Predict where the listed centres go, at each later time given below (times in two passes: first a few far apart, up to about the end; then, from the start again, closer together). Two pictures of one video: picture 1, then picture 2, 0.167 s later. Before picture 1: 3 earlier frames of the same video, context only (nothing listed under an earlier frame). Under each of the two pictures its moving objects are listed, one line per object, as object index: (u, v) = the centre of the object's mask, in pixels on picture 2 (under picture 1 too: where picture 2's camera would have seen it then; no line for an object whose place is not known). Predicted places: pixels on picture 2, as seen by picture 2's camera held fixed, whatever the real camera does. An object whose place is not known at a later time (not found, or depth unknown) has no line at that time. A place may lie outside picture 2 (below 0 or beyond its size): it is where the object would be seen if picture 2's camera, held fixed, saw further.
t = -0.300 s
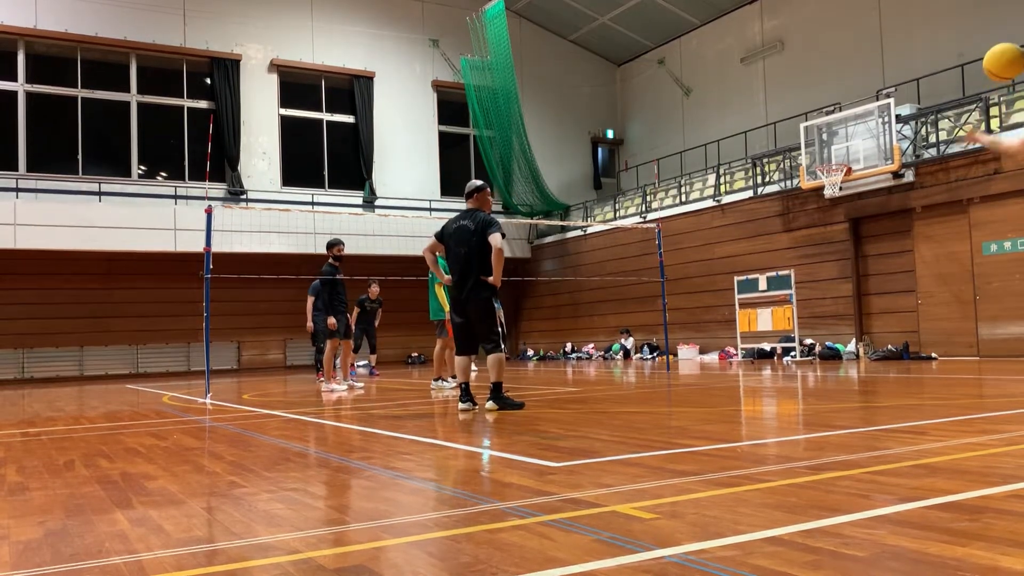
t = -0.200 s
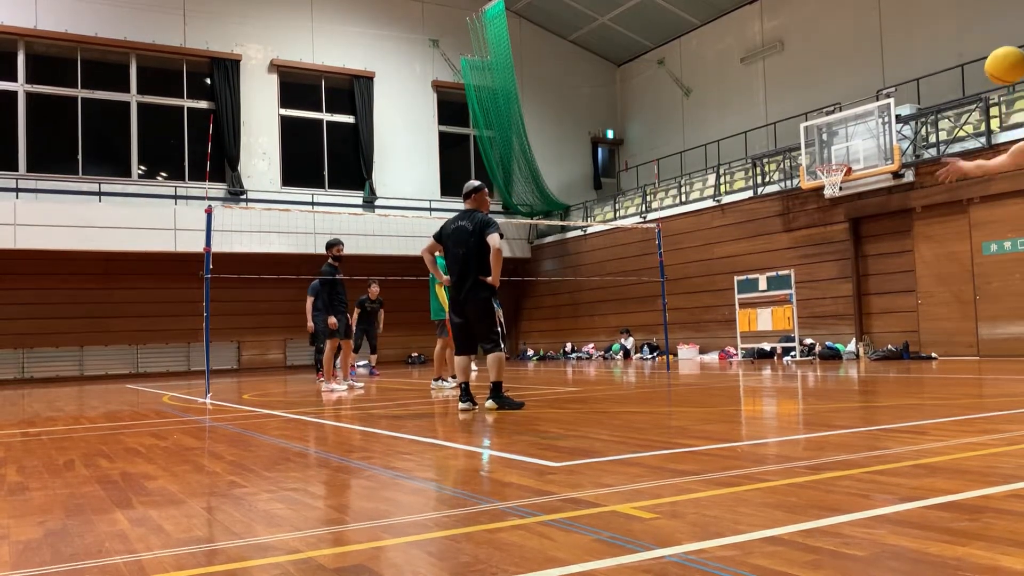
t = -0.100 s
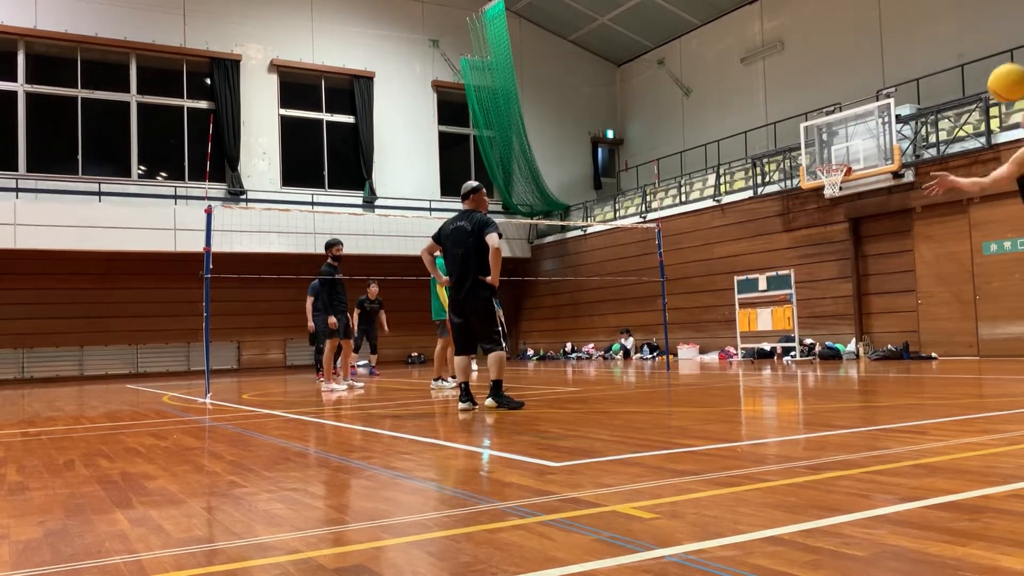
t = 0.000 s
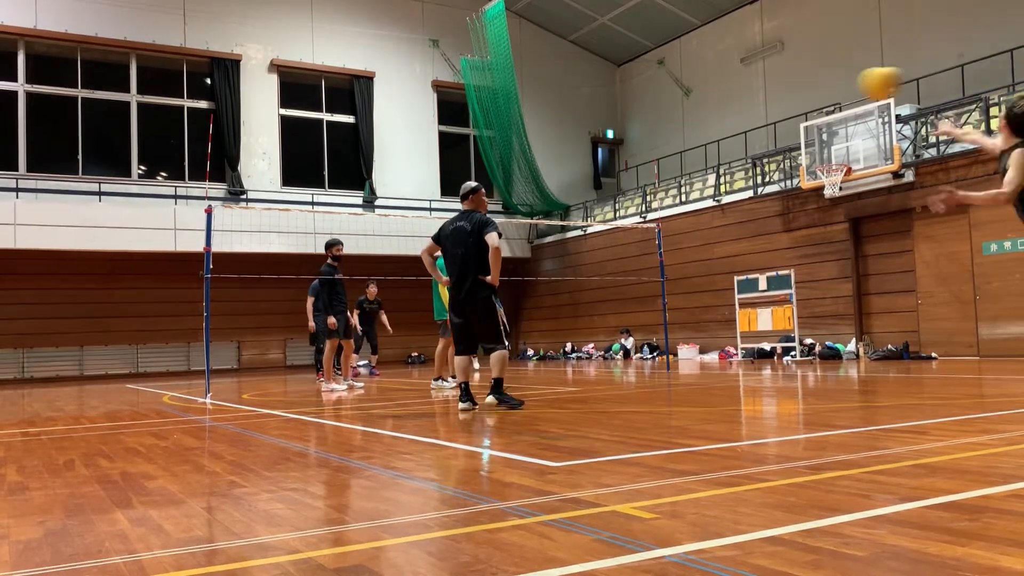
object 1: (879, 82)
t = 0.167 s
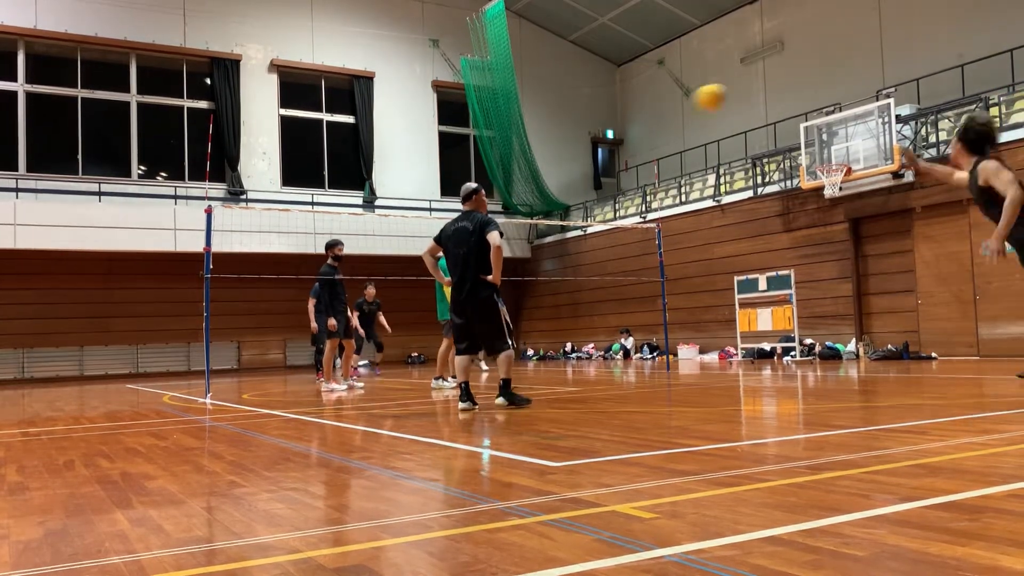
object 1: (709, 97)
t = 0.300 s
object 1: (621, 119)
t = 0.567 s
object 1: (506, 171)
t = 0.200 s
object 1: (684, 103)
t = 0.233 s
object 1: (661, 107)
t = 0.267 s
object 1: (640, 112)
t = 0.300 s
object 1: (621, 119)
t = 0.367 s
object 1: (586, 131)
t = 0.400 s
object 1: (570, 137)
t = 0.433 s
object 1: (556, 143)
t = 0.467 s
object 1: (542, 150)
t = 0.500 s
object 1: (529, 157)
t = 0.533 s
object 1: (517, 164)
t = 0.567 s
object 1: (506, 171)
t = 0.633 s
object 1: (483, 186)
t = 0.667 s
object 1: (475, 194)
